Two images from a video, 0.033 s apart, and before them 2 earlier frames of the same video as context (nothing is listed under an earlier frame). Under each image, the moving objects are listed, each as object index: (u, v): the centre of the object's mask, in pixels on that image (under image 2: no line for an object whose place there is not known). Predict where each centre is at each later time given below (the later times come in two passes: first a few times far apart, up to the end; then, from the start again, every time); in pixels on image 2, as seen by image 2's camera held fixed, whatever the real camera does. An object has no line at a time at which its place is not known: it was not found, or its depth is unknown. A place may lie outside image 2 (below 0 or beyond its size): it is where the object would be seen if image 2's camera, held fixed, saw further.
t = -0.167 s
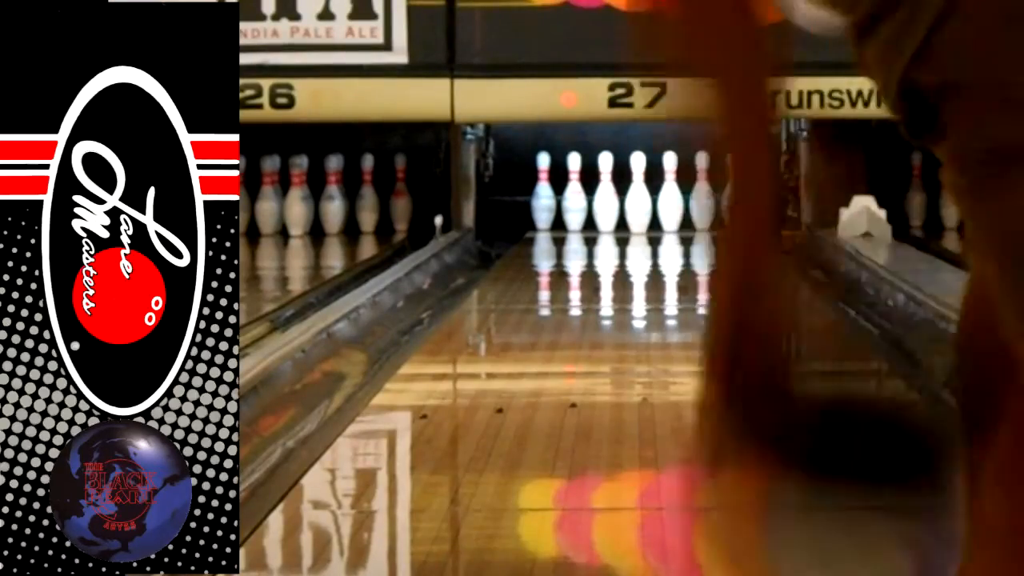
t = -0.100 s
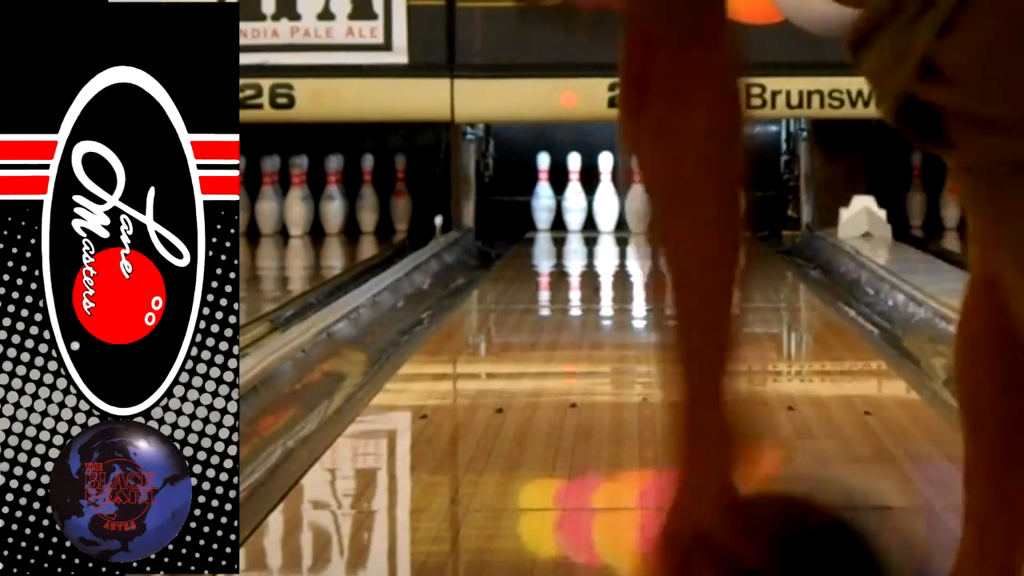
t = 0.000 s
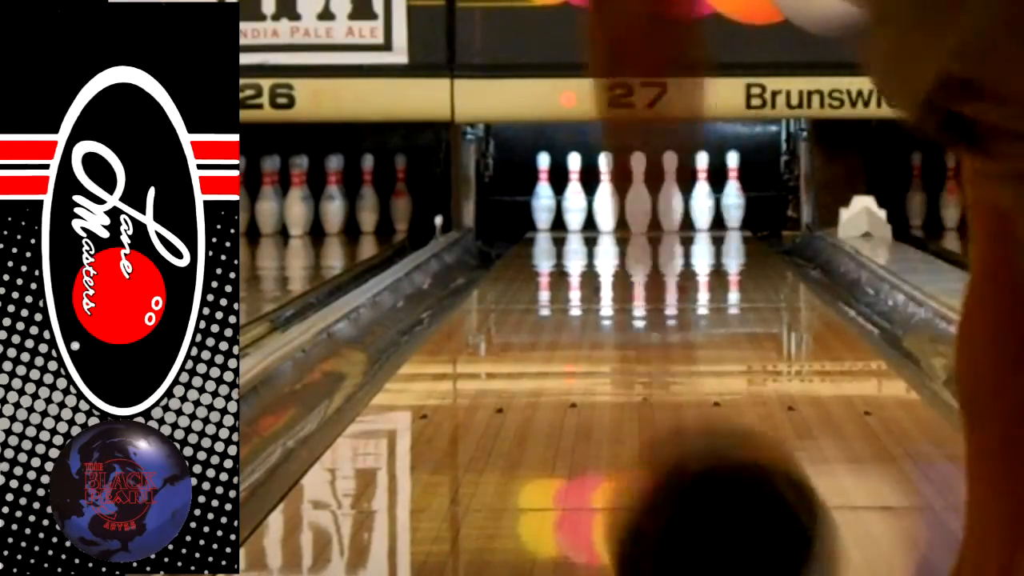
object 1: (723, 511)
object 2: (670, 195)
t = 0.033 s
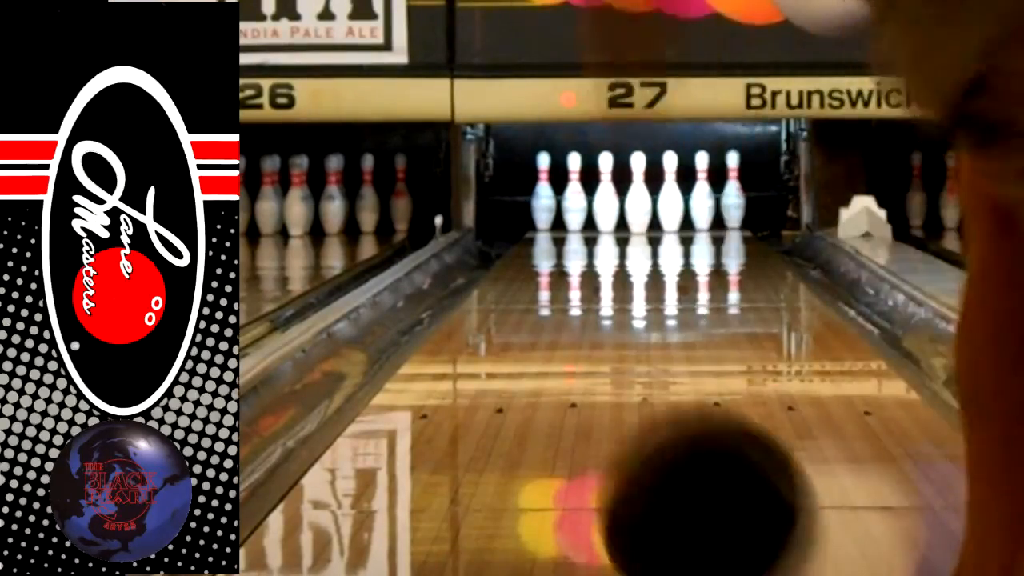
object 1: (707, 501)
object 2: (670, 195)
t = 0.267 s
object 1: (634, 425)
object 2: (671, 188)
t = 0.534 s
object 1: (589, 357)
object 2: (671, 191)
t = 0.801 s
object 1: (563, 311)
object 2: (671, 192)
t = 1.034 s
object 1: (549, 284)
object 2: (671, 192)
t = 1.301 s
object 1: (539, 262)
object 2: (671, 192)
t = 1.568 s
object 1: (537, 245)
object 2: (671, 192)
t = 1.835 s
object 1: (544, 232)
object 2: (671, 192)
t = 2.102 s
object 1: (565, 222)
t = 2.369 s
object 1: (596, 214)
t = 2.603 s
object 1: (610, 208)
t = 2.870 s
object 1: (604, 205)
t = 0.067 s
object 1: (693, 493)
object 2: (670, 195)
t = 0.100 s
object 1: (680, 491)
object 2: (670, 195)
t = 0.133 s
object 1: (670, 491)
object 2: (670, 193)
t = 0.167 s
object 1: (659, 475)
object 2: (674, 180)
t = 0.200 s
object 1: (651, 447)
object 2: (672, 184)
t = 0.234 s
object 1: (644, 440)
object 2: (671, 187)
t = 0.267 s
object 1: (634, 425)
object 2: (671, 188)
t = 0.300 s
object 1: (627, 416)
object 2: (671, 190)
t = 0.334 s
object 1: (621, 406)
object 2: (671, 191)
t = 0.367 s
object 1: (615, 399)
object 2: (671, 191)
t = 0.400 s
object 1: (608, 388)
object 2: (671, 191)
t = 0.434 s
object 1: (604, 380)
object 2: (671, 191)
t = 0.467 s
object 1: (599, 371)
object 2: (671, 191)
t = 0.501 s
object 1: (594, 365)
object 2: (671, 191)
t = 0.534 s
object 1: (589, 357)
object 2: (671, 191)
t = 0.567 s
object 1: (585, 349)
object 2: (671, 191)
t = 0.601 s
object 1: (581, 343)
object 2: (671, 191)
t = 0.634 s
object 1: (577, 336)
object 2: (671, 192)
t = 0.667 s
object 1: (575, 331)
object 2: (671, 192)
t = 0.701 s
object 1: (572, 325)
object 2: (671, 192)
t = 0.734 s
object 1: (569, 321)
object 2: (671, 191)
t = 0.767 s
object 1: (566, 315)
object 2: (671, 192)
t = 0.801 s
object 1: (563, 311)
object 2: (671, 192)
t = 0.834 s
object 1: (560, 307)
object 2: (671, 192)
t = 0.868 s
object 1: (559, 301)
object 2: (671, 192)
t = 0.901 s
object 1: (557, 297)
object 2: (671, 192)
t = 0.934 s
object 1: (555, 294)
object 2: (671, 192)
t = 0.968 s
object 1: (553, 290)
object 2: (671, 192)
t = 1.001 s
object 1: (551, 287)
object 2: (671, 192)
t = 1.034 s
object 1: (549, 284)
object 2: (671, 192)
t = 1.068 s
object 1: (547, 280)
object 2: (671, 192)
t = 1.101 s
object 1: (545, 277)
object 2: (671, 192)
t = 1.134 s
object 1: (544, 274)
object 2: (671, 192)
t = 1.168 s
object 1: (543, 271)
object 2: (671, 192)
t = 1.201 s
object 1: (542, 269)
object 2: (671, 192)
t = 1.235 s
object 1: (541, 266)
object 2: (671, 192)
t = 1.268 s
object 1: (540, 264)
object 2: (671, 192)
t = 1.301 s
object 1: (539, 262)
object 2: (671, 192)
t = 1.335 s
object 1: (539, 260)
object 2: (671, 192)
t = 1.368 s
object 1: (539, 258)
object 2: (671, 192)
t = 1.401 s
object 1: (538, 255)
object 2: (671, 192)
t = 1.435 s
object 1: (537, 253)
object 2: (671, 192)
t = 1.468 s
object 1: (537, 251)
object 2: (671, 192)
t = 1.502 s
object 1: (537, 249)
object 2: (671, 192)
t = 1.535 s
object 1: (537, 246)
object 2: (671, 192)
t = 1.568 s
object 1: (537, 245)
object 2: (671, 192)
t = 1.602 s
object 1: (537, 243)
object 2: (671, 192)
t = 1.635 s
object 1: (537, 241)
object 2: (671, 192)
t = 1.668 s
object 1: (538, 240)
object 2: (671, 192)
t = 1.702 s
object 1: (539, 238)
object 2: (671, 192)
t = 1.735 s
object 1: (540, 236)
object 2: (671, 192)
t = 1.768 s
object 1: (541, 235)
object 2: (671, 192)
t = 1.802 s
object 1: (542, 234)
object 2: (671, 192)
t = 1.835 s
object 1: (544, 232)
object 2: (671, 192)
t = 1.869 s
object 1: (546, 230)
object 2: (671, 192)
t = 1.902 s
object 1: (548, 228)
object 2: (671, 192)
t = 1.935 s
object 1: (550, 228)
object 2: (671, 192)
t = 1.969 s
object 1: (553, 227)
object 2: (671, 192)
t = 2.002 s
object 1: (556, 225)
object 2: (671, 192)
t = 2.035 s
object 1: (559, 224)
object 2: (671, 192)
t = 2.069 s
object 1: (562, 223)
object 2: (671, 192)
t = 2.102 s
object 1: (565, 222)
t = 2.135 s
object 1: (568, 221)
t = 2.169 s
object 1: (572, 220)
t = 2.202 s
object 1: (575, 219)
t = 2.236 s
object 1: (580, 218)
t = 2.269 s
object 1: (585, 216)
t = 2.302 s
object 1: (588, 216)
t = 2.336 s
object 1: (593, 215)
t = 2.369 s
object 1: (596, 214)
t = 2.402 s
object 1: (599, 213)
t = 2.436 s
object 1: (602, 212)
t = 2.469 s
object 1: (606, 210)
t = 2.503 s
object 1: (611, 210)
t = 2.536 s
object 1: (611, 209)
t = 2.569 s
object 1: (611, 209)
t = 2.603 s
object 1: (610, 208)
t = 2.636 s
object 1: (608, 207)
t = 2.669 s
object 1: (607, 207)
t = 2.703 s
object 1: (607, 207)
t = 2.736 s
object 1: (606, 206)
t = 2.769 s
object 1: (606, 206)
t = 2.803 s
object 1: (605, 205)
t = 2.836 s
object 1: (605, 205)
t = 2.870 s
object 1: (604, 205)
